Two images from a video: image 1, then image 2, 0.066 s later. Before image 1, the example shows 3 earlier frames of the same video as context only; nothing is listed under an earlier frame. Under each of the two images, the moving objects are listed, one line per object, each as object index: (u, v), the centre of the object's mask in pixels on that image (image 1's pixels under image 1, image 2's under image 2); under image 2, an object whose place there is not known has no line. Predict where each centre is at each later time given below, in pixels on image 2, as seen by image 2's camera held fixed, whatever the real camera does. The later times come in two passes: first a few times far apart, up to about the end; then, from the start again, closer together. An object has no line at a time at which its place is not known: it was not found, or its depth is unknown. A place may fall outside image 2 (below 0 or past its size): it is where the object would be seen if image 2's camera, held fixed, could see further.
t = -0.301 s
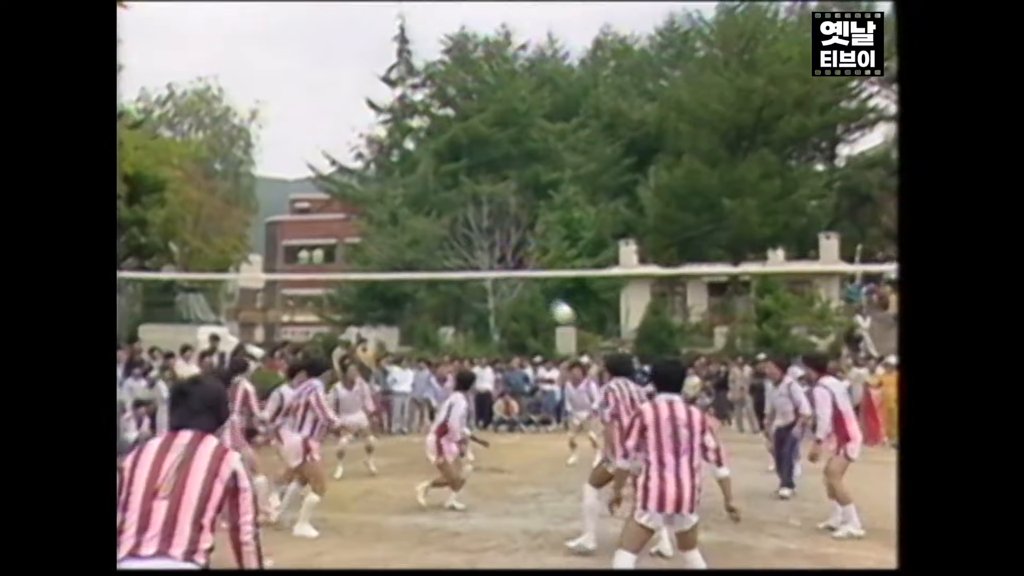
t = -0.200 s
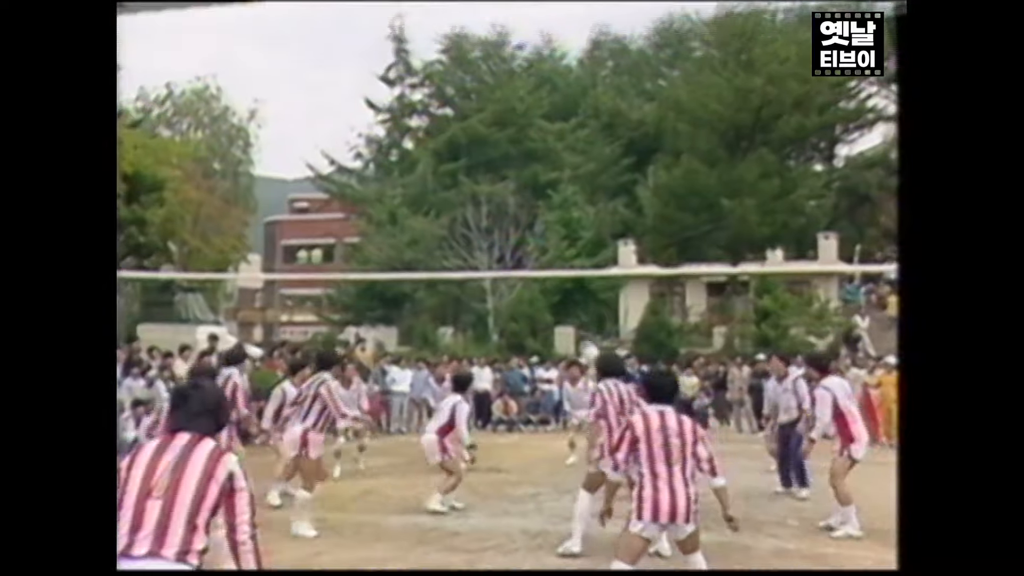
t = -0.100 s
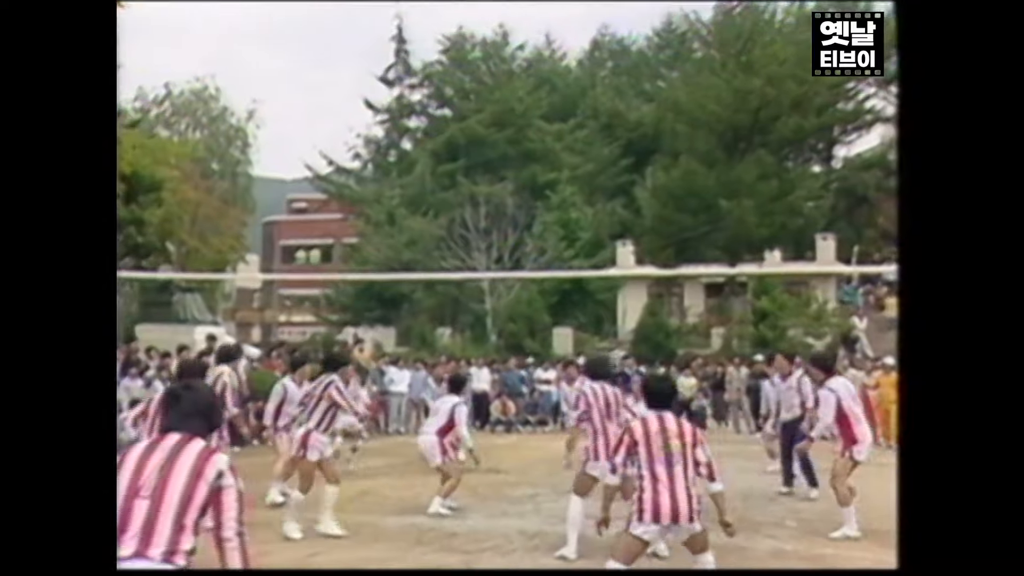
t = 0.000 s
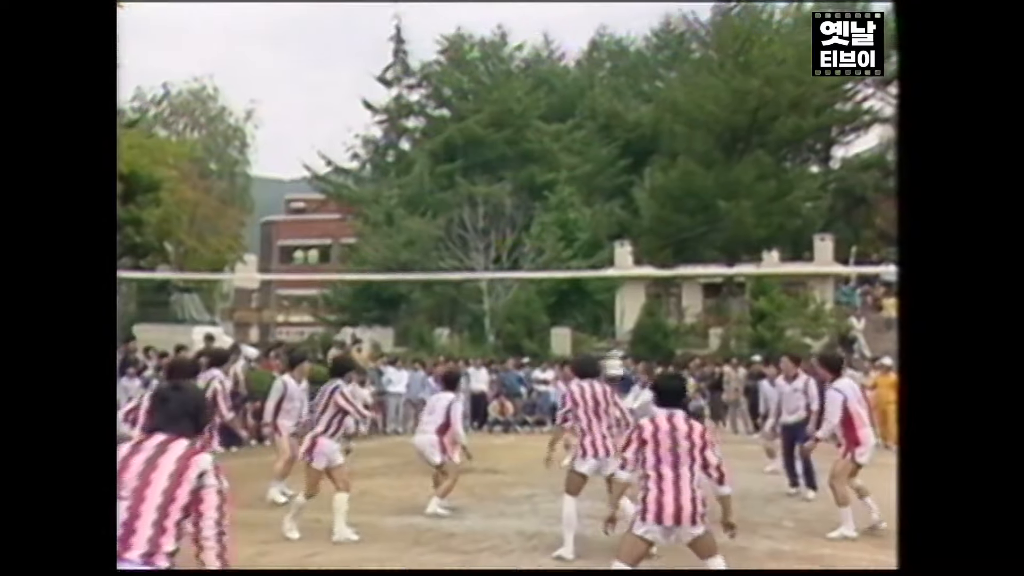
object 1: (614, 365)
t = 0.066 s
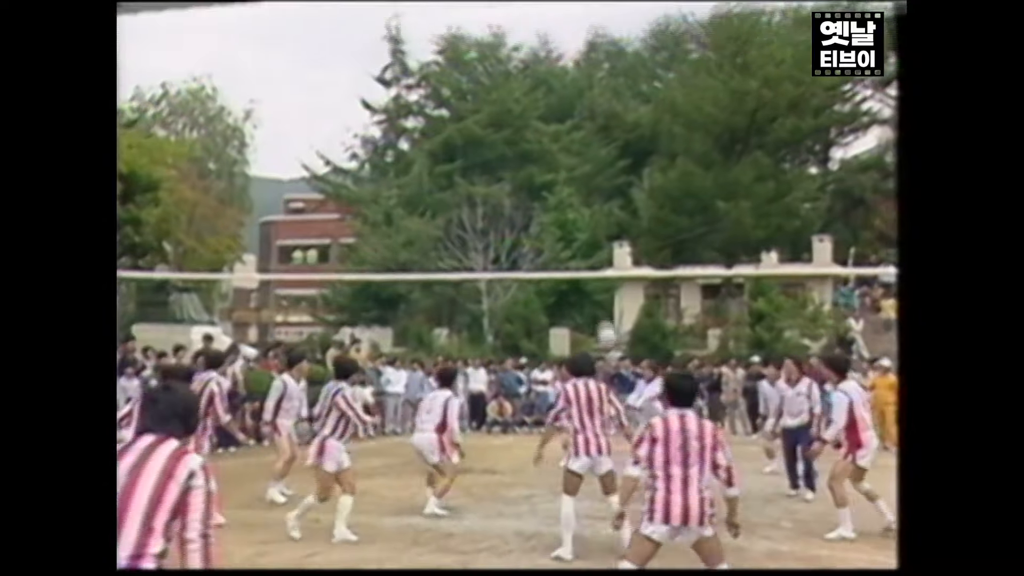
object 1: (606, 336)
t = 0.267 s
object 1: (592, 257)
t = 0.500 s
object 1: (570, 206)
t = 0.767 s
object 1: (545, 201)
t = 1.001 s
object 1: (522, 247)
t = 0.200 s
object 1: (597, 280)
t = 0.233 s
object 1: (593, 264)
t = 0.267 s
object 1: (592, 257)
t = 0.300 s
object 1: (588, 247)
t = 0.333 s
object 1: (586, 238)
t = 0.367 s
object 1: (583, 230)
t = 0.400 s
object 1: (580, 224)
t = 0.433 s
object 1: (577, 216)
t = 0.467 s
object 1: (574, 211)
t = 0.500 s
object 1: (570, 206)
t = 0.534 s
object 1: (568, 202)
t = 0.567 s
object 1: (564, 199)
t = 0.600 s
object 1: (561, 197)
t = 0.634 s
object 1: (558, 196)
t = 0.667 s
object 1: (554, 196)
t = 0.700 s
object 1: (551, 197)
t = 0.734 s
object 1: (548, 198)
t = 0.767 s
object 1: (545, 201)
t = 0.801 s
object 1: (542, 205)
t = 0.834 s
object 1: (539, 209)
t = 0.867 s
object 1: (535, 215)
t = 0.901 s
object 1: (532, 221)
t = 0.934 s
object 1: (529, 229)
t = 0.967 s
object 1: (525, 237)
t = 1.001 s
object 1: (522, 247)
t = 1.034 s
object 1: (519, 256)
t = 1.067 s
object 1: (516, 264)
